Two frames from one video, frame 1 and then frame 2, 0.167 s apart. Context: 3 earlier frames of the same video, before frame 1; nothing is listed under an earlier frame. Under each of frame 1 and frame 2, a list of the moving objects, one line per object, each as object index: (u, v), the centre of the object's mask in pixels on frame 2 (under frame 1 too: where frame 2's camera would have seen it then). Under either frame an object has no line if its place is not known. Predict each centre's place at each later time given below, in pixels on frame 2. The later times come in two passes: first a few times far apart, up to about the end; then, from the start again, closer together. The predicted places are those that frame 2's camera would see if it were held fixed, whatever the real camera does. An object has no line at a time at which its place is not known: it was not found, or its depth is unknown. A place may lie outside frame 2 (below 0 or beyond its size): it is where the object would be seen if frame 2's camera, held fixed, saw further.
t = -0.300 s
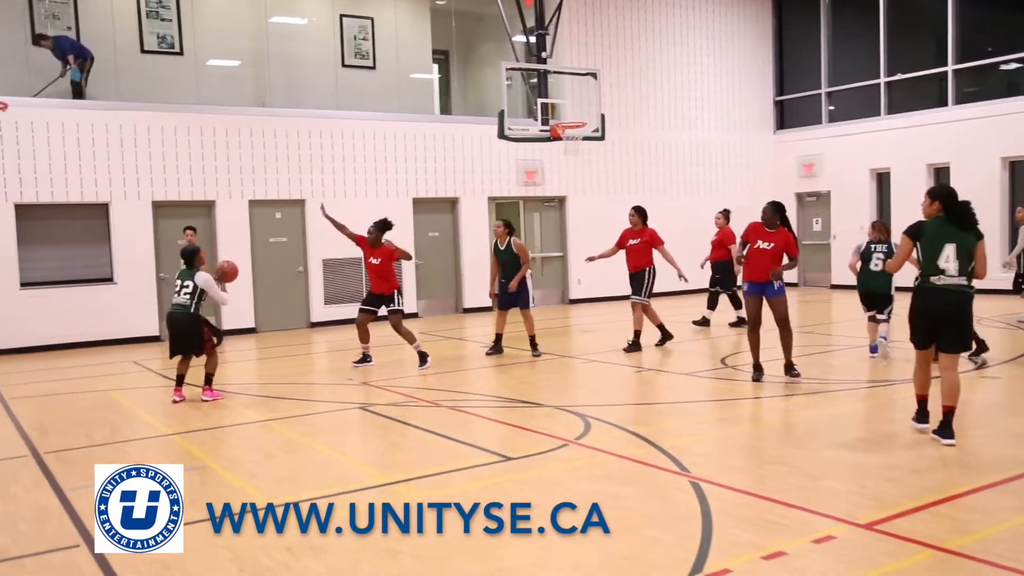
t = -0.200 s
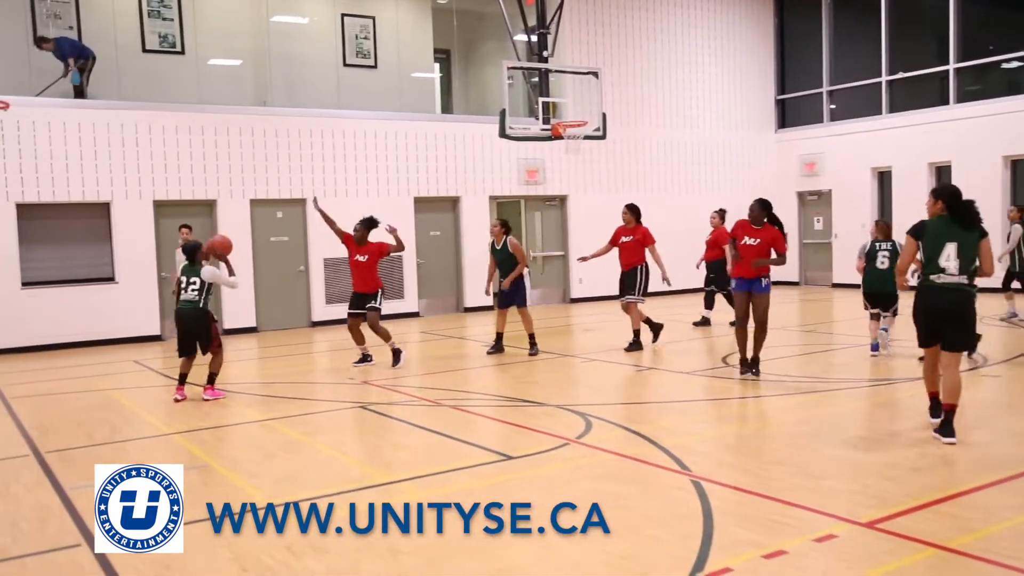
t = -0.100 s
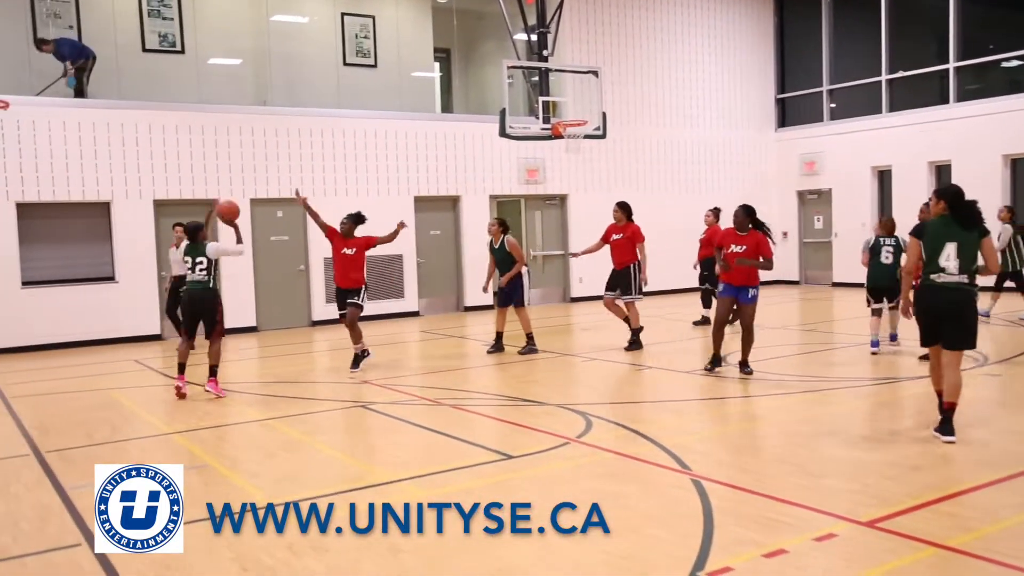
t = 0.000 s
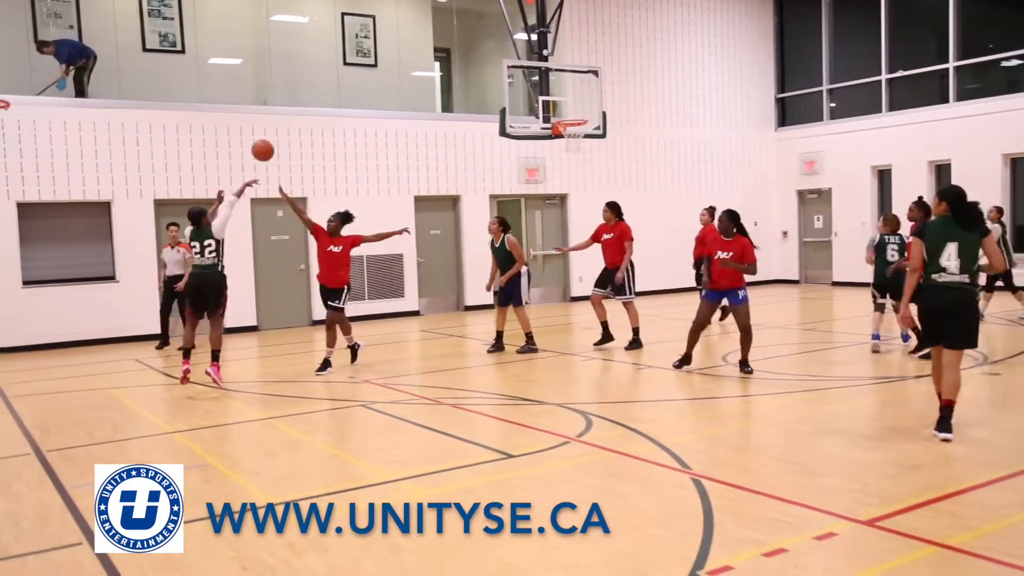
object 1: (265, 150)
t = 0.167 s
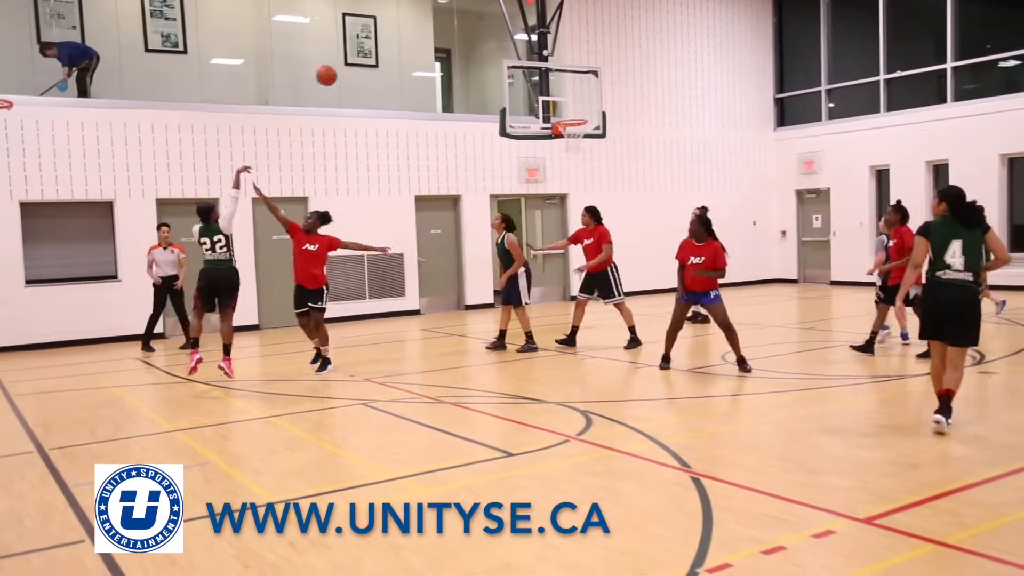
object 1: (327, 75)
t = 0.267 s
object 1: (360, 47)
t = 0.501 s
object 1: (432, 20)
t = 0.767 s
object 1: (501, 43)
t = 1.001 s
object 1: (553, 97)
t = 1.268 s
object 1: (586, 170)
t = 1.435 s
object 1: (600, 230)
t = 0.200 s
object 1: (338, 65)
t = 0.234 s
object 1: (349, 55)
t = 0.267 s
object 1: (360, 47)
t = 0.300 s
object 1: (371, 40)
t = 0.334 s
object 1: (382, 34)
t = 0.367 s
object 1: (392, 30)
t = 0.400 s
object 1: (402, 26)
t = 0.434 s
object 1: (412, 23)
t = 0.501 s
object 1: (432, 20)
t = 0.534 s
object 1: (441, 20)
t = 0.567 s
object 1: (451, 21)
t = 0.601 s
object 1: (459, 23)
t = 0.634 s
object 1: (468, 26)
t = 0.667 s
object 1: (476, 28)
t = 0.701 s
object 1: (485, 32)
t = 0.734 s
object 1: (493, 37)
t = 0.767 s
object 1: (501, 43)
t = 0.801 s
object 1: (509, 49)
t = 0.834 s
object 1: (517, 55)
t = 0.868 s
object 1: (524, 62)
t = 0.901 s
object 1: (531, 71)
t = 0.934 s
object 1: (538, 79)
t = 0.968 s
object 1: (546, 88)
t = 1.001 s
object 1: (553, 97)
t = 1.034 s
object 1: (559, 108)
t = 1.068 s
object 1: (566, 115)
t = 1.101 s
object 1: (572, 127)
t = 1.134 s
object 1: (575, 135)
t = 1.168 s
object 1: (579, 144)
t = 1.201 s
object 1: (581, 151)
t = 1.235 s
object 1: (584, 160)
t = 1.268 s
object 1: (586, 170)
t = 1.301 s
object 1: (589, 180)
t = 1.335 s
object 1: (592, 192)
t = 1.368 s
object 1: (595, 203)
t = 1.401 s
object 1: (598, 216)
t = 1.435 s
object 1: (600, 230)
